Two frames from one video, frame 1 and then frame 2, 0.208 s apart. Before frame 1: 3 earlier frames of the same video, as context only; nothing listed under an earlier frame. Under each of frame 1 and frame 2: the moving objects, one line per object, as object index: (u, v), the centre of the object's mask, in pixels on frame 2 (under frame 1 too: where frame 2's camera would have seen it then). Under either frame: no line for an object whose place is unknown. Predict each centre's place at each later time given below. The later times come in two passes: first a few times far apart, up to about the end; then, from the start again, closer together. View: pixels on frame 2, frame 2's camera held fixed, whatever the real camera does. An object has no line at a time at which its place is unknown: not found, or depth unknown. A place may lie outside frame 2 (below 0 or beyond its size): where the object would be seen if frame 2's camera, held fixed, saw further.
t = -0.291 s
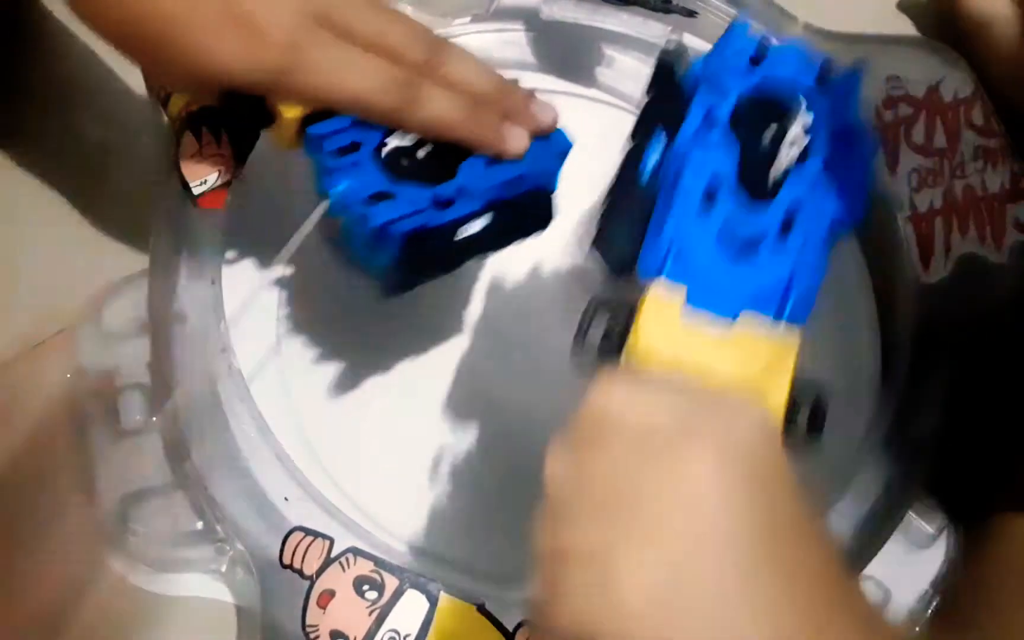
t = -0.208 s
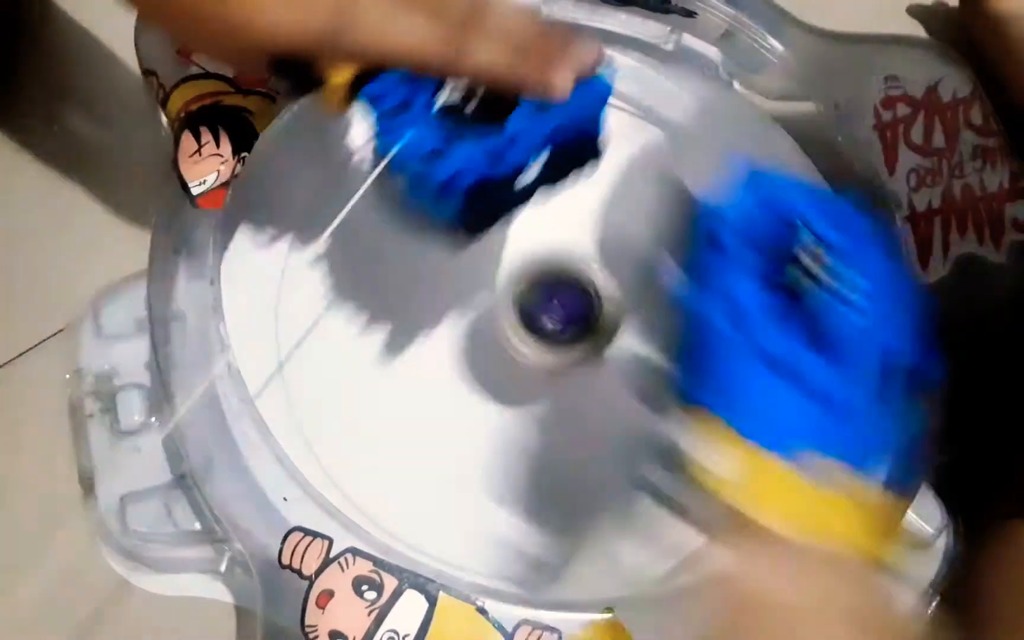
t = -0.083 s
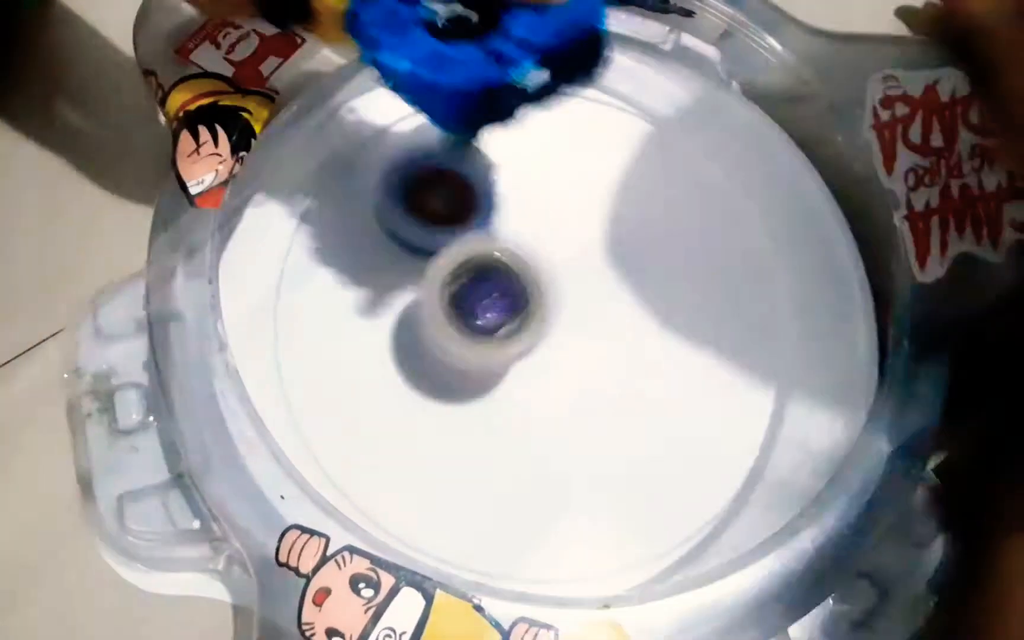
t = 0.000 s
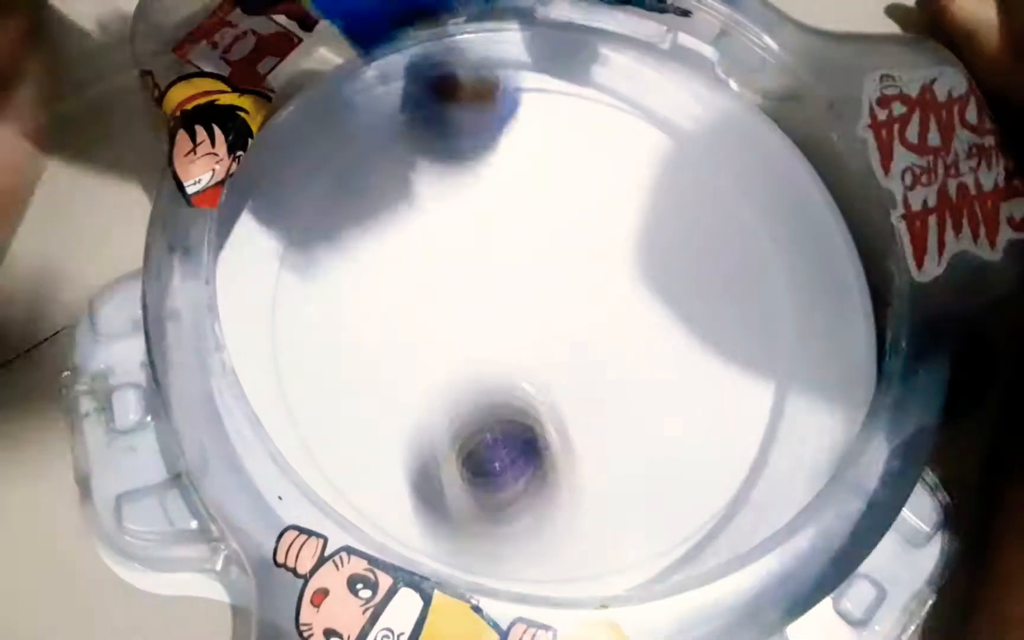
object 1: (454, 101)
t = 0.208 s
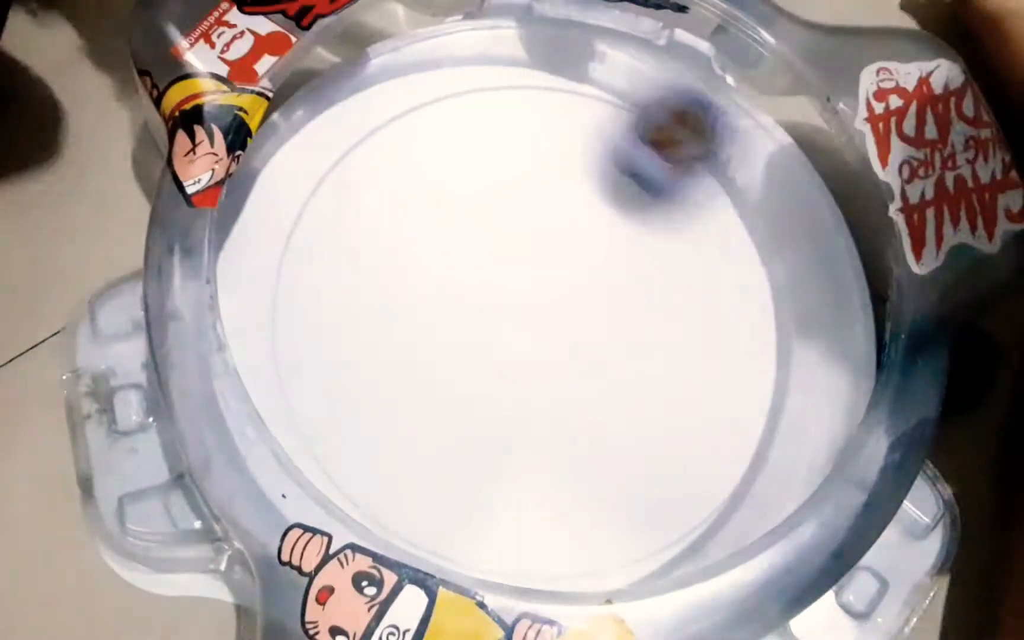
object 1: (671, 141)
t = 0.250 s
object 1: (728, 190)
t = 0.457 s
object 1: (729, 485)
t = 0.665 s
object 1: (378, 476)
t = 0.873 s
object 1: (313, 194)
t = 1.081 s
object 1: (638, 100)
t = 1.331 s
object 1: (687, 512)
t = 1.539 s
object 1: (306, 394)
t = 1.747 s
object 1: (487, 85)
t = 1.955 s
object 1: (784, 339)
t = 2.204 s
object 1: (413, 506)
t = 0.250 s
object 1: (728, 190)
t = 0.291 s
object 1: (777, 242)
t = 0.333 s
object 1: (800, 302)
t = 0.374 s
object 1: (804, 381)
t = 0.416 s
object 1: (789, 441)
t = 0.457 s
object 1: (729, 485)
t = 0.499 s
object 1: (657, 515)
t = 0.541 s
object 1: (581, 531)
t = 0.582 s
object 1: (510, 528)
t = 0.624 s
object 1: (441, 512)
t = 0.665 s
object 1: (378, 476)
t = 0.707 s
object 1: (334, 441)
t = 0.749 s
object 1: (299, 391)
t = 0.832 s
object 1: (282, 260)
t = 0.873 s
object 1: (313, 194)
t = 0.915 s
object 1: (357, 148)
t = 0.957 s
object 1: (411, 110)
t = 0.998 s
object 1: (481, 85)
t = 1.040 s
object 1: (557, 85)
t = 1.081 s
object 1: (638, 100)
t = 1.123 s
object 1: (706, 147)
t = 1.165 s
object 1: (751, 211)
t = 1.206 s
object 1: (786, 277)
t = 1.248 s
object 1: (779, 364)
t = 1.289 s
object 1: (754, 450)
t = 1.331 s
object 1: (687, 512)
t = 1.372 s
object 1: (611, 541)
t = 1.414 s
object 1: (509, 545)
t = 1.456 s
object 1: (428, 517)
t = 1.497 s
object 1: (351, 462)
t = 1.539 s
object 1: (306, 394)
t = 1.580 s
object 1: (282, 313)
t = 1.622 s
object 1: (299, 231)
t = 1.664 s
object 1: (340, 167)
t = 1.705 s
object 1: (402, 115)
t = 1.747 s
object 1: (487, 85)
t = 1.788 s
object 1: (570, 81)
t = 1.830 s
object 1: (661, 117)
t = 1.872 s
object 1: (738, 174)
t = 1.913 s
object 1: (784, 258)
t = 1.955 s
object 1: (784, 339)
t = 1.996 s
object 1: (770, 424)
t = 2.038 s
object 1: (721, 489)
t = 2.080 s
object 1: (649, 531)
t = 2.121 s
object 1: (563, 549)
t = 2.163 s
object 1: (487, 539)
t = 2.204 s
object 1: (413, 506)
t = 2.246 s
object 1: (355, 461)
